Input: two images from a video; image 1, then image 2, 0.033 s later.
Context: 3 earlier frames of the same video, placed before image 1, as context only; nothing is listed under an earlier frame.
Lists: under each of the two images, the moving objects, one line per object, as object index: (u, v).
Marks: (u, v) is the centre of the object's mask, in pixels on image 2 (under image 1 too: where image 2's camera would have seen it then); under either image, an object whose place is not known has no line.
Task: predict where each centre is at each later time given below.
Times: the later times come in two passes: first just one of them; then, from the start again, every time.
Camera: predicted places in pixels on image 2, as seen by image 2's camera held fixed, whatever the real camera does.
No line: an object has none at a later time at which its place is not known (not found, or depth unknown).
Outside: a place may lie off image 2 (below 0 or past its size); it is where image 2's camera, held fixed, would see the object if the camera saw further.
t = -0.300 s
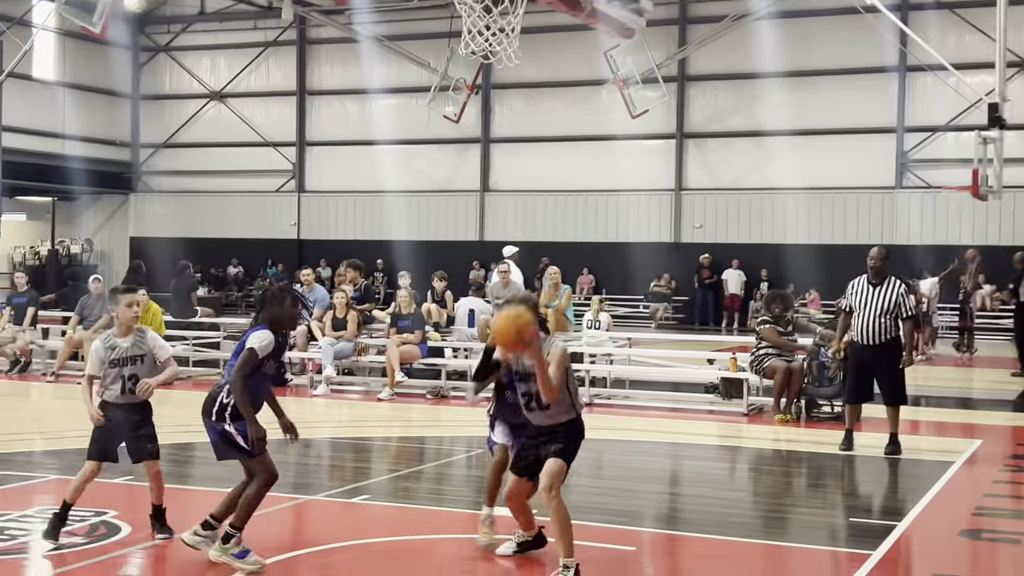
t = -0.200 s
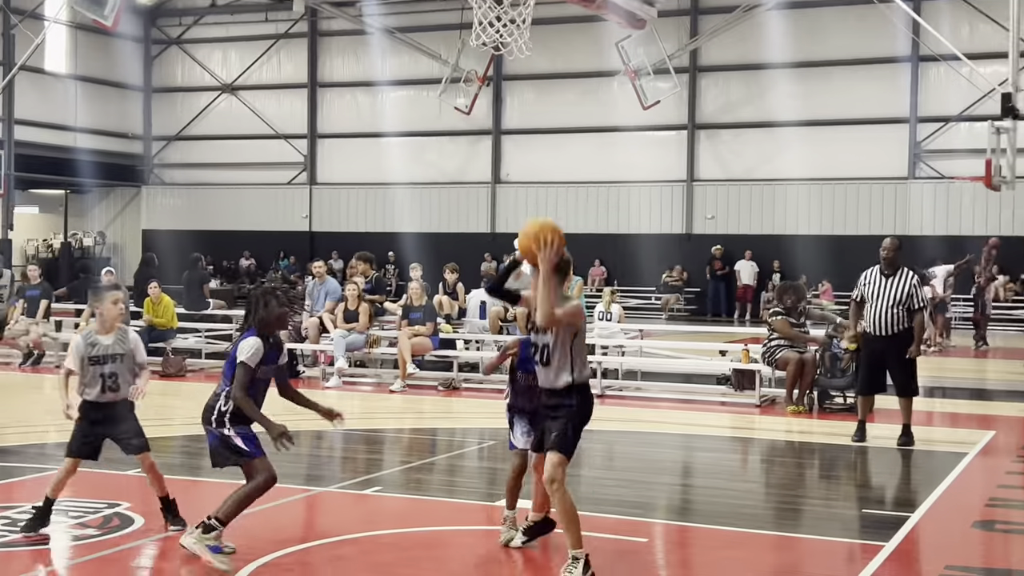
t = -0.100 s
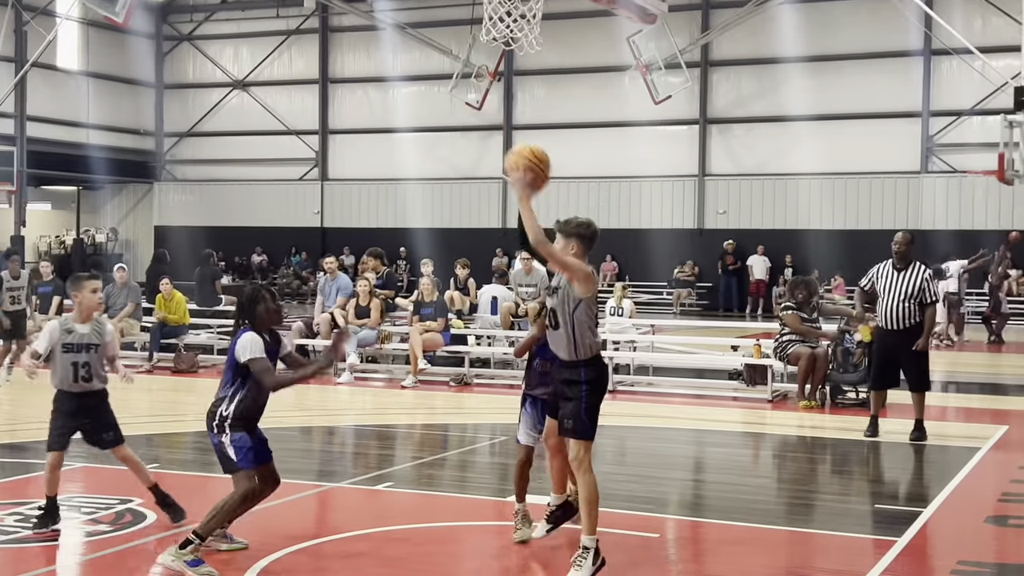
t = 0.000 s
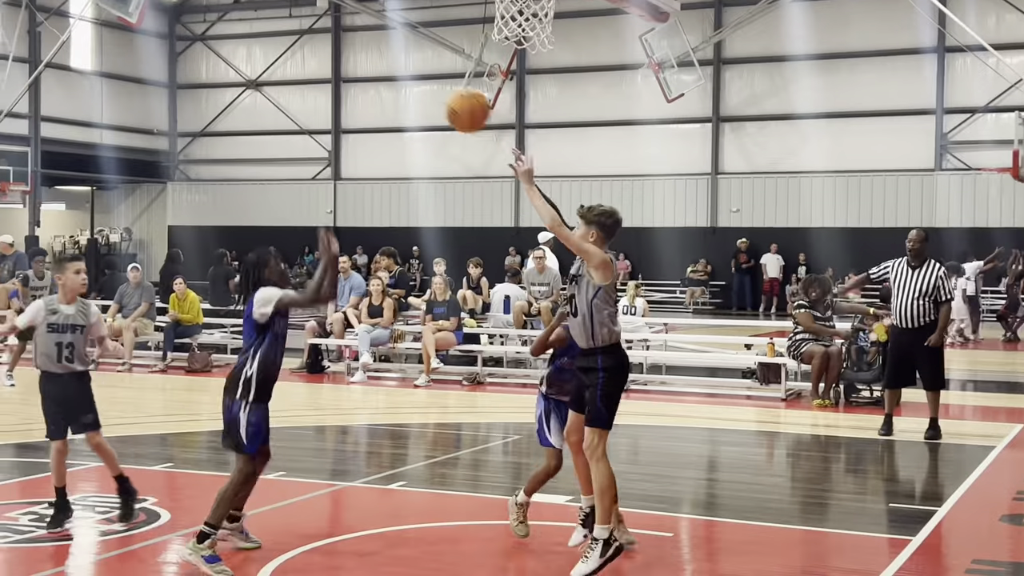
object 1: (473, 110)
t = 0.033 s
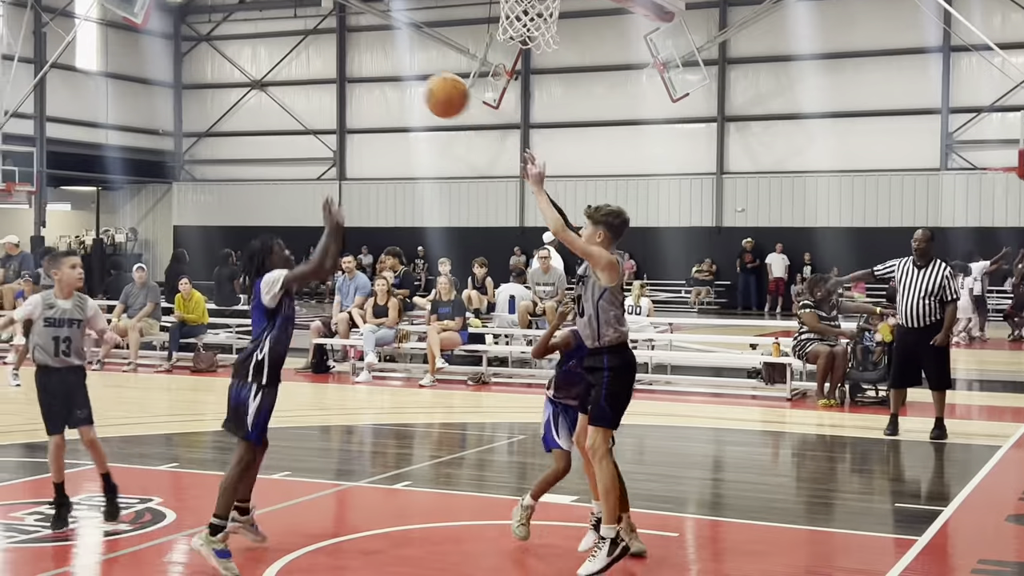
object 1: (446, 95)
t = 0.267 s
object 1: (272, 59)
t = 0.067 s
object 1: (420, 85)
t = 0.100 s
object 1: (394, 74)
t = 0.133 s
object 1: (368, 67)
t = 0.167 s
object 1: (344, 62)
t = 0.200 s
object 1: (321, 59)
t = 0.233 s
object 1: (296, 58)
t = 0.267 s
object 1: (272, 59)
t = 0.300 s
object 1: (249, 62)
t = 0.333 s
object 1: (226, 67)
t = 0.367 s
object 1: (205, 73)
